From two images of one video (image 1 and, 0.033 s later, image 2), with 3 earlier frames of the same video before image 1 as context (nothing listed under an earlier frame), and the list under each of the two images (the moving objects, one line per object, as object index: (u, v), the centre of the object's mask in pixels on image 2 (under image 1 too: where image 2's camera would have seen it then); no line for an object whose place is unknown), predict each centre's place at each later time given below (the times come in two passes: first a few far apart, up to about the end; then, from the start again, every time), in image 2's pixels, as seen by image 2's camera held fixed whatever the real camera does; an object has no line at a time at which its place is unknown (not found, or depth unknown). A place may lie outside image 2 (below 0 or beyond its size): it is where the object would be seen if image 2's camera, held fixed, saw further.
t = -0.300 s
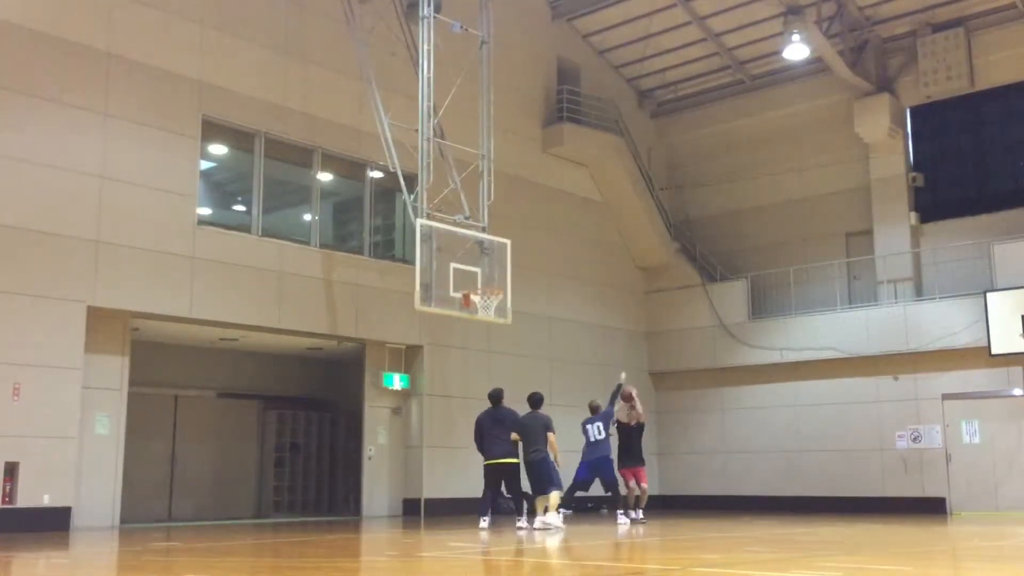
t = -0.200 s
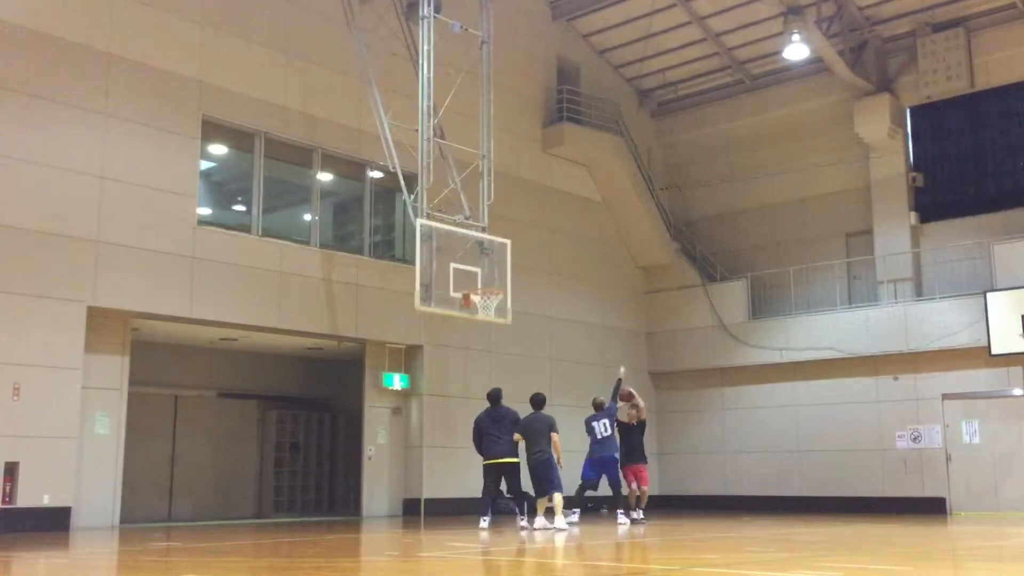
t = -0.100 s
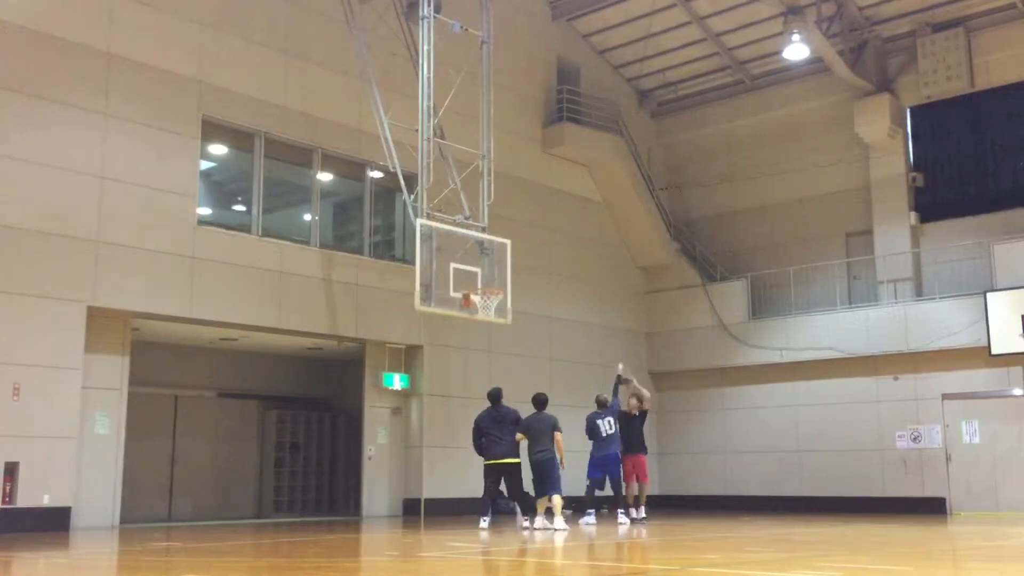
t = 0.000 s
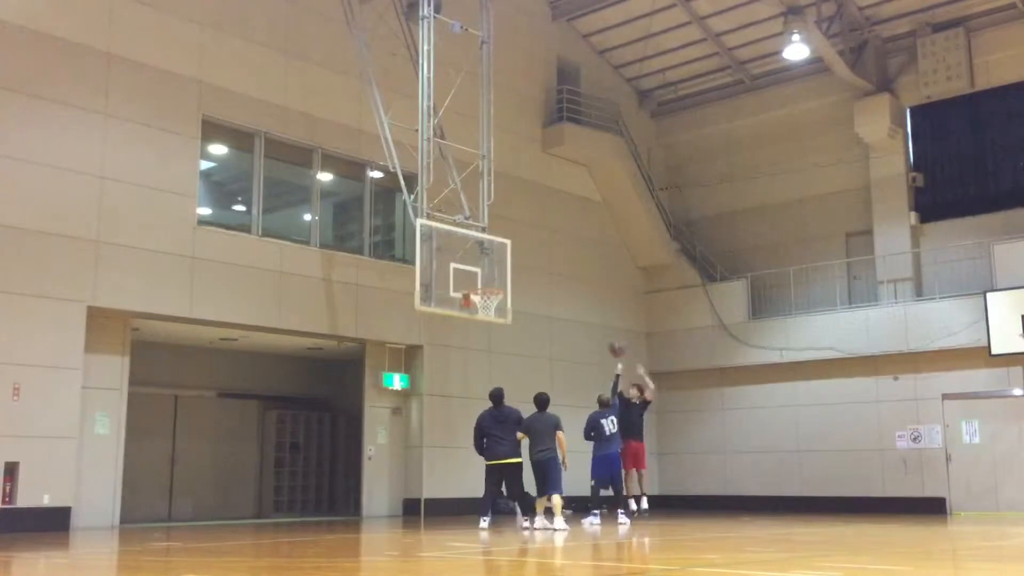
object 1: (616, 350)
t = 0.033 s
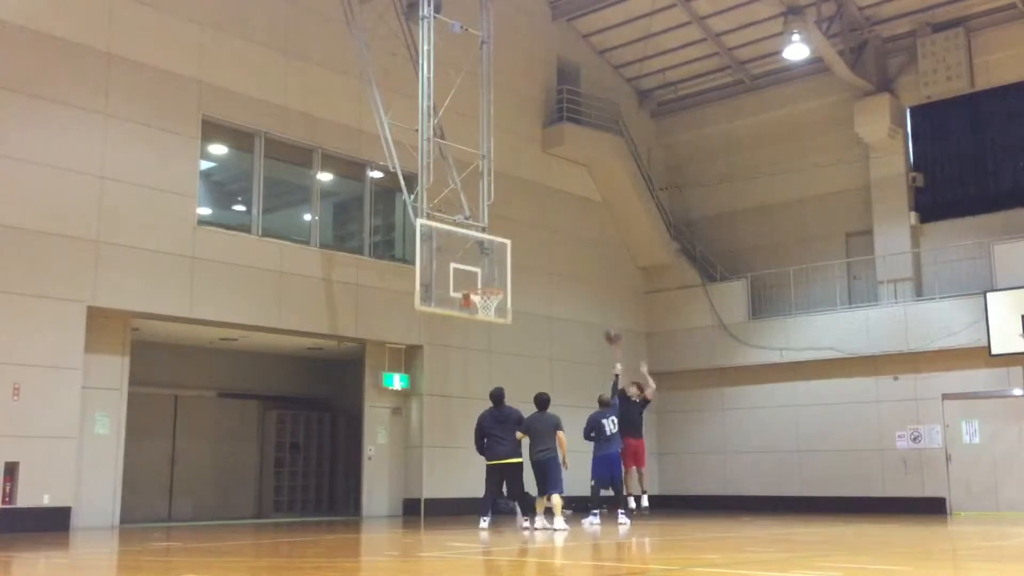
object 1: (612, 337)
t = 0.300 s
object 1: (576, 266)
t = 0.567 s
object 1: (539, 239)
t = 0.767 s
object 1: (510, 250)
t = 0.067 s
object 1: (607, 327)
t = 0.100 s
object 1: (603, 316)
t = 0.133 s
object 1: (599, 306)
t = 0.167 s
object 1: (595, 296)
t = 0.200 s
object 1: (589, 288)
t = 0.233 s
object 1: (586, 280)
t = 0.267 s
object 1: (580, 272)
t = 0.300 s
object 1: (576, 266)
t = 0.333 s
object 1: (571, 260)
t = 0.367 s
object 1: (567, 254)
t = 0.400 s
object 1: (562, 250)
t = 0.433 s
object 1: (558, 246)
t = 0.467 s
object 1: (554, 244)
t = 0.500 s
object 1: (549, 242)
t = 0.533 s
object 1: (543, 240)
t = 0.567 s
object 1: (539, 239)
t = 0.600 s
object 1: (534, 239)
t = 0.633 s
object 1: (530, 239)
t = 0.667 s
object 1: (525, 241)
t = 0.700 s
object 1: (520, 243)
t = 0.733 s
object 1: (516, 246)
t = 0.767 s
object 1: (510, 250)
